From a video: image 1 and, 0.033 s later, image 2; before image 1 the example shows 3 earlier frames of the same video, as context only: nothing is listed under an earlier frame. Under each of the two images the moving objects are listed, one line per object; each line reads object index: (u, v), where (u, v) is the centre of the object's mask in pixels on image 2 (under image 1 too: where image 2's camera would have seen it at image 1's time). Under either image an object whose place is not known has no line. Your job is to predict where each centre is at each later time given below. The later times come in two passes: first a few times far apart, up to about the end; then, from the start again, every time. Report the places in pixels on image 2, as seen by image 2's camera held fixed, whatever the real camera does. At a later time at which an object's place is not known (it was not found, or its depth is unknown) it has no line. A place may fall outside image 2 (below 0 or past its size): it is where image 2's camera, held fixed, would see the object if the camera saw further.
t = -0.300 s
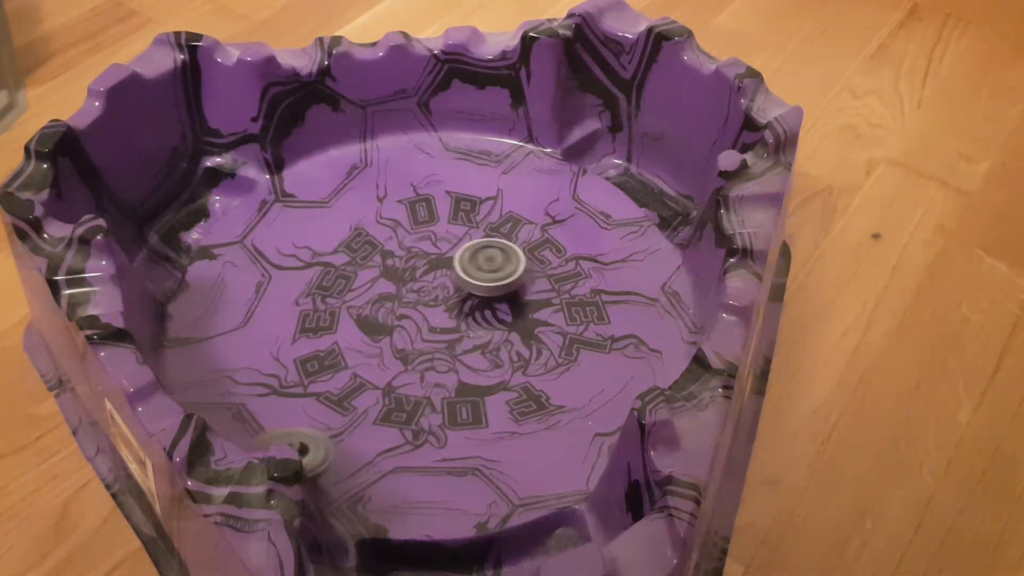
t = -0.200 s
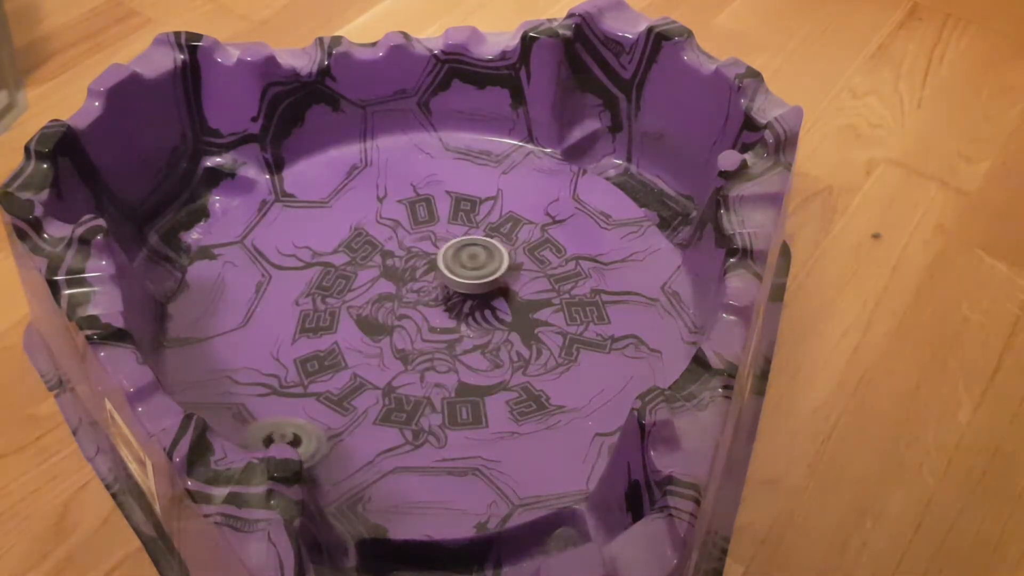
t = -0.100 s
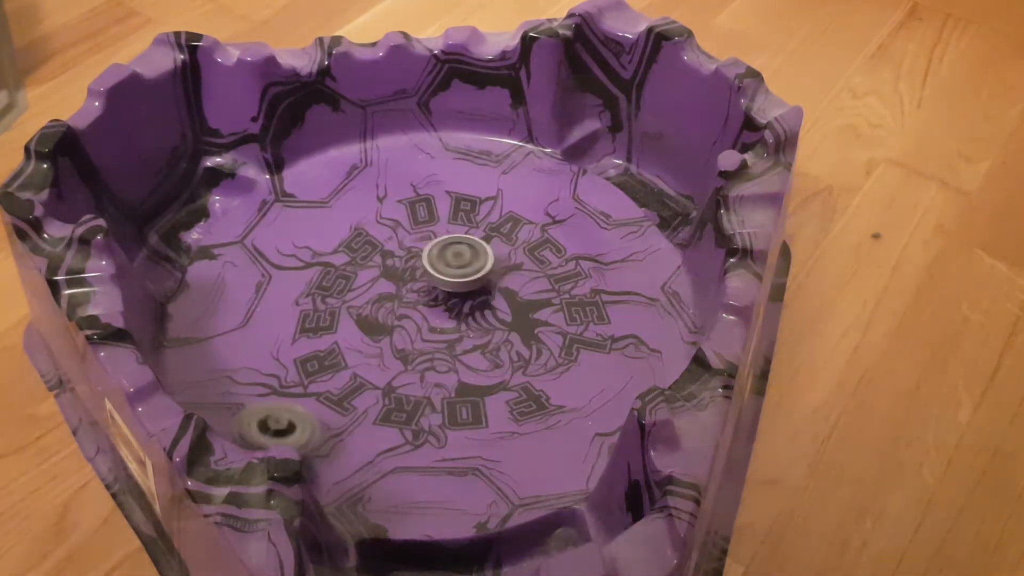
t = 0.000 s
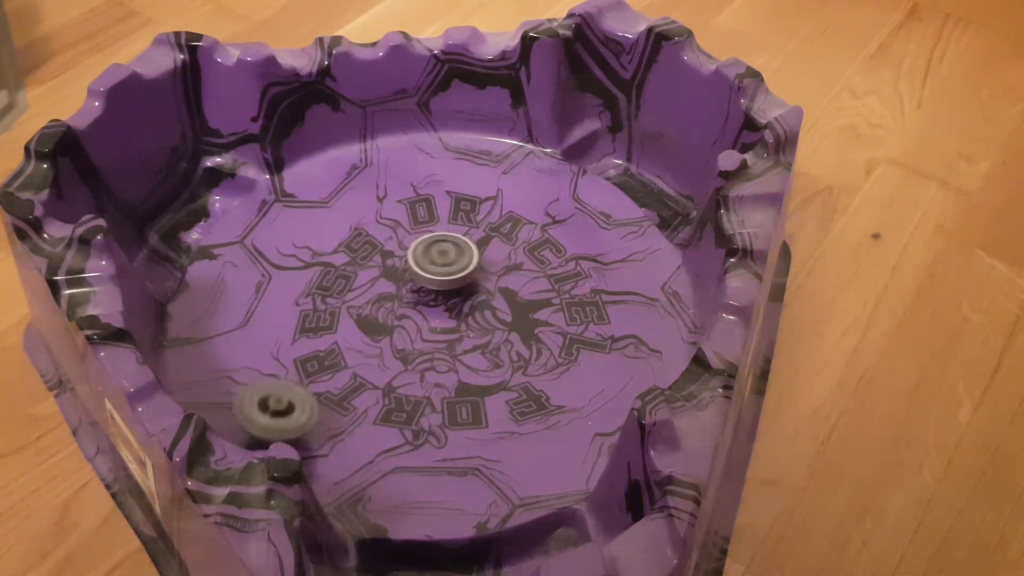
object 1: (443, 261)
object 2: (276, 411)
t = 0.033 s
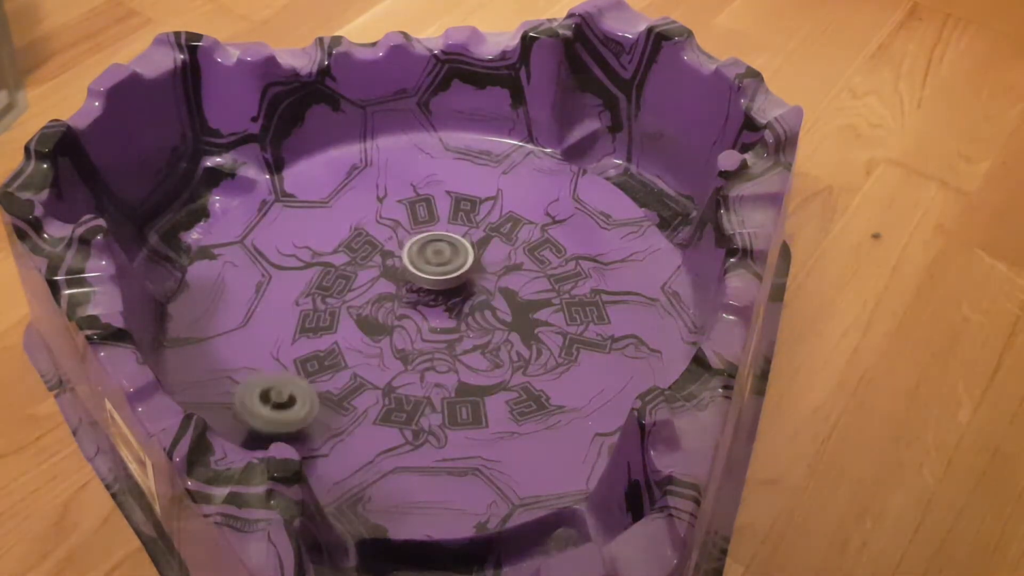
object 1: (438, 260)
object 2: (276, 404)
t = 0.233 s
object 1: (413, 258)
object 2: (301, 360)
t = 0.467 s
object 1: (390, 255)
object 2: (331, 307)
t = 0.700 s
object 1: (442, 205)
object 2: (290, 332)
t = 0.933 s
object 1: (443, 189)
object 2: (346, 329)
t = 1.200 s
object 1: (443, 194)
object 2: (423, 329)
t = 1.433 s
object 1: (454, 208)
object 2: (483, 331)
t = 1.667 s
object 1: (464, 234)
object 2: (514, 332)
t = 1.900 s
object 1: (469, 267)
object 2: (526, 339)
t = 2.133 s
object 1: (461, 304)
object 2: (522, 344)
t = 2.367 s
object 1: (376, 284)
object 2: (585, 399)
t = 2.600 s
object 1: (324, 300)
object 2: (575, 382)
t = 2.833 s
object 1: (293, 308)
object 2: (534, 367)
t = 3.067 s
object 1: (283, 309)
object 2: (490, 346)
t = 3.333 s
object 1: (289, 303)
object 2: (452, 304)
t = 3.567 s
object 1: (310, 292)
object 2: (436, 267)
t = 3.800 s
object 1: (348, 285)
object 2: (435, 238)
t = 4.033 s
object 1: (395, 283)
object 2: (448, 223)
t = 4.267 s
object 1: (437, 284)
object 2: (468, 224)
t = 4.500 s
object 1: (468, 297)
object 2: (490, 235)
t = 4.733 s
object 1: (490, 313)
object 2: (497, 251)
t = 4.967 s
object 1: (464, 432)
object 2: (514, 176)
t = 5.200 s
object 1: (480, 473)
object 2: (475, 182)
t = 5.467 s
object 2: (445, 201)
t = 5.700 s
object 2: (427, 226)
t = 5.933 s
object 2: (399, 246)
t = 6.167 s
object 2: (375, 262)
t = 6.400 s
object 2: (416, 207)
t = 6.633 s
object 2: (424, 194)
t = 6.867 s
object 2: (502, 207)
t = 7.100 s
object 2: (530, 225)
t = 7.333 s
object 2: (532, 256)
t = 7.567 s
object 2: (494, 292)
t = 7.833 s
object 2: (439, 304)
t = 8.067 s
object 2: (411, 291)
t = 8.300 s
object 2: (408, 270)
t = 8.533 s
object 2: (427, 255)
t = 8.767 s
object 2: (456, 257)
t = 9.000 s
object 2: (475, 275)
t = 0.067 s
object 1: (433, 260)
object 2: (278, 397)
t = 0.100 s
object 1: (429, 260)
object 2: (282, 389)
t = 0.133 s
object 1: (425, 260)
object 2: (287, 381)
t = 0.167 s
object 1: (421, 260)
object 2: (291, 374)
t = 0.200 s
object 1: (416, 259)
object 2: (296, 366)
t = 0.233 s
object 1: (413, 258)
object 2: (301, 360)
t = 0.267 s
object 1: (409, 258)
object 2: (305, 351)
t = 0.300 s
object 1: (406, 257)
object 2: (309, 342)
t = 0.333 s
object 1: (402, 257)
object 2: (313, 335)
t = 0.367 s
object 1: (399, 256)
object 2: (317, 327)
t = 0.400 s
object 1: (396, 256)
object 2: (321, 320)
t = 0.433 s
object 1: (393, 255)
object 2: (327, 314)
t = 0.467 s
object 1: (390, 255)
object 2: (331, 307)
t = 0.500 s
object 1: (389, 254)
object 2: (337, 300)
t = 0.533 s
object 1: (388, 251)
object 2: (337, 299)
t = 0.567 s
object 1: (406, 236)
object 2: (318, 311)
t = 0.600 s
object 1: (419, 225)
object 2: (304, 320)
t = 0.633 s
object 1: (430, 217)
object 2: (294, 327)
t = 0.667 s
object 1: (438, 210)
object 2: (289, 331)
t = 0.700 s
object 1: (442, 205)
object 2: (290, 332)
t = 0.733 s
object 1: (443, 202)
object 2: (296, 332)
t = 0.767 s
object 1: (444, 198)
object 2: (303, 331)
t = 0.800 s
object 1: (444, 195)
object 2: (310, 330)
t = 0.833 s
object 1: (444, 193)
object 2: (319, 331)
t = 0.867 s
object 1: (443, 191)
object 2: (326, 329)
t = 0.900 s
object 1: (443, 189)
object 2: (336, 329)
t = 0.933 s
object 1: (443, 189)
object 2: (346, 329)
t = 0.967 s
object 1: (442, 188)
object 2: (357, 329)
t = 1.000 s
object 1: (442, 188)
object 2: (365, 328)
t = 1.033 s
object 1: (442, 189)
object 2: (376, 328)
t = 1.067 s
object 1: (442, 189)
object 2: (386, 329)
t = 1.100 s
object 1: (442, 190)
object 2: (396, 327)
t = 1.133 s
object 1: (443, 192)
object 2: (406, 328)
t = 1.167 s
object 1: (443, 193)
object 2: (415, 330)
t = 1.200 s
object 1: (443, 194)
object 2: (423, 329)
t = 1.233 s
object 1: (444, 196)
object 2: (431, 327)
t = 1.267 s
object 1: (446, 197)
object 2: (441, 328)
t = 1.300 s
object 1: (447, 199)
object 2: (452, 328)
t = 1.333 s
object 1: (448, 201)
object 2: (459, 327)
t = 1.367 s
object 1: (450, 203)
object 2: (470, 331)
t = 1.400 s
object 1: (452, 206)
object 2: (477, 331)
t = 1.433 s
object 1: (454, 208)
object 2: (483, 331)
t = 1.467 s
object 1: (456, 211)
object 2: (490, 330)
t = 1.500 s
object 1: (457, 215)
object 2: (495, 329)
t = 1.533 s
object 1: (459, 218)
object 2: (499, 329)
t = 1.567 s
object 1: (460, 222)
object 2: (504, 330)
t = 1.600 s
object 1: (461, 226)
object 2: (508, 330)
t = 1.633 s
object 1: (463, 230)
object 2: (511, 331)
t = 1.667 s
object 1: (464, 234)
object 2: (514, 332)
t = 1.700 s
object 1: (464, 238)
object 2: (516, 332)
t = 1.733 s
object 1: (465, 243)
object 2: (519, 333)
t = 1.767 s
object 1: (467, 248)
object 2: (521, 335)
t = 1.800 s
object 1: (468, 253)
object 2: (523, 335)
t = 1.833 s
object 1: (468, 257)
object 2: (524, 336)
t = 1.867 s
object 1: (468, 262)
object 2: (526, 338)
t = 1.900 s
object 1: (469, 267)
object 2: (526, 339)
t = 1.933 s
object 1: (468, 272)
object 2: (527, 340)
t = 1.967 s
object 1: (468, 277)
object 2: (527, 341)
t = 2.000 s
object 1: (467, 283)
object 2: (526, 341)
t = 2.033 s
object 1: (467, 288)
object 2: (525, 342)
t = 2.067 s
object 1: (465, 293)
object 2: (524, 343)
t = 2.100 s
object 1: (463, 300)
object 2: (523, 344)
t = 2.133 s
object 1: (461, 304)
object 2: (522, 344)
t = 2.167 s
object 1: (459, 310)
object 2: (519, 345)
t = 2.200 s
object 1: (456, 314)
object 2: (517, 345)
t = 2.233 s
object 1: (441, 309)
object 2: (531, 357)
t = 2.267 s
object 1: (422, 298)
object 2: (556, 378)
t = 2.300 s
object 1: (404, 292)
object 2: (568, 389)
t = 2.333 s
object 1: (388, 286)
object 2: (577, 395)
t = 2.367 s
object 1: (376, 284)
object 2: (585, 399)
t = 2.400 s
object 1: (366, 284)
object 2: (587, 399)
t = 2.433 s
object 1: (357, 286)
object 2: (588, 398)
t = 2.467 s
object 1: (349, 289)
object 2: (589, 397)
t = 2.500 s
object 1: (344, 292)
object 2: (585, 391)
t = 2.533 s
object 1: (336, 295)
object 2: (582, 388)
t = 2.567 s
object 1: (330, 297)
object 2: (578, 385)
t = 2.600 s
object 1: (324, 300)
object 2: (575, 382)
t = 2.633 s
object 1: (318, 302)
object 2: (569, 380)
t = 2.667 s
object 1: (313, 304)
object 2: (565, 377)
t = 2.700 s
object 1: (308, 305)
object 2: (559, 375)
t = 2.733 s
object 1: (304, 306)
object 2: (553, 373)
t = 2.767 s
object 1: (300, 307)
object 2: (546, 370)
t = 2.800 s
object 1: (296, 308)
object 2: (540, 369)
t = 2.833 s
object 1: (293, 308)
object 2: (534, 367)
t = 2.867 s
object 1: (290, 309)
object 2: (526, 365)
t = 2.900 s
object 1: (288, 309)
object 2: (520, 362)
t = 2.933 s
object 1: (286, 309)
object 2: (513, 359)
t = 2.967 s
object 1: (285, 309)
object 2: (507, 356)
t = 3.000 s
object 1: (284, 309)
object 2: (499, 352)
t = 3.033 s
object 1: (283, 309)
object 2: (494, 349)
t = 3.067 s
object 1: (283, 309)
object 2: (490, 346)
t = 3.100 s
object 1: (283, 309)
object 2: (485, 342)
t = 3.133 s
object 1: (283, 309)
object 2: (481, 339)
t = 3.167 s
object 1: (283, 308)
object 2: (476, 334)
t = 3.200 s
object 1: (284, 307)
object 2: (471, 329)
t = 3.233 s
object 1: (285, 306)
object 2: (464, 321)
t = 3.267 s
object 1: (285, 305)
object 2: (460, 317)
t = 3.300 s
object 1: (287, 304)
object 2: (456, 311)
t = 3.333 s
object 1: (289, 303)
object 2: (452, 304)
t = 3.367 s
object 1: (291, 301)
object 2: (449, 298)
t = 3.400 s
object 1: (293, 299)
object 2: (445, 293)
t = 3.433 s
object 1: (296, 298)
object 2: (443, 288)
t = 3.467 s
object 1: (299, 296)
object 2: (440, 281)
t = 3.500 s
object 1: (302, 294)
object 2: (439, 278)
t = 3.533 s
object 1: (306, 293)
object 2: (437, 271)
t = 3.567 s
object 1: (310, 292)
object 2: (436, 267)
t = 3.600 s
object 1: (315, 290)
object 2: (435, 261)
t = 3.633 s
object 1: (320, 289)
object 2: (434, 257)
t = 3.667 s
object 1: (325, 288)
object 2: (434, 252)
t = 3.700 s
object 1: (330, 287)
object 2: (434, 248)
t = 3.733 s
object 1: (336, 286)
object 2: (435, 244)
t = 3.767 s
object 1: (342, 285)
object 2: (435, 241)
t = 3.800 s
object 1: (348, 285)
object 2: (435, 238)
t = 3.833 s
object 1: (355, 285)
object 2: (436, 235)
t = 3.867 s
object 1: (362, 284)
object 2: (438, 232)
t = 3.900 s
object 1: (368, 284)
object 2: (440, 229)
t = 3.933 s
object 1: (375, 283)
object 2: (441, 227)
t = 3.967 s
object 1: (382, 283)
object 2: (443, 226)
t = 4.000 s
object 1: (389, 283)
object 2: (446, 224)
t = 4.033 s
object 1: (395, 283)
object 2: (448, 223)
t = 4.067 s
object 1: (401, 283)
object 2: (451, 222)
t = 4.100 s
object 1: (407, 283)
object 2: (454, 222)
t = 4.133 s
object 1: (413, 283)
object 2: (457, 221)
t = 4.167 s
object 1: (419, 283)
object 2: (460, 222)
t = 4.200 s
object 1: (425, 284)
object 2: (462, 222)
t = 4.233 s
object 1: (431, 284)
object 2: (465, 223)
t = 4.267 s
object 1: (437, 284)
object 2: (468, 224)
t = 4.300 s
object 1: (443, 285)
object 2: (471, 225)
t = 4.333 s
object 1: (448, 287)
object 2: (474, 226)
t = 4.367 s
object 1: (453, 288)
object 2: (478, 229)
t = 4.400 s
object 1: (458, 288)
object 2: (481, 231)
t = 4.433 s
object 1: (463, 290)
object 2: (483, 232)
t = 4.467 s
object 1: (465, 294)
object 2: (487, 233)
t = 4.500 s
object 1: (468, 297)
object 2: (490, 235)
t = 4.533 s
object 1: (472, 300)
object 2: (492, 237)
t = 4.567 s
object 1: (475, 302)
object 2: (494, 239)
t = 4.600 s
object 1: (479, 305)
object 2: (496, 242)
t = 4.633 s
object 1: (482, 307)
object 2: (496, 244)
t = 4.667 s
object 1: (486, 310)
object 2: (497, 246)
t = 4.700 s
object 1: (488, 312)
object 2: (497, 249)
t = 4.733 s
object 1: (490, 313)
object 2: (497, 251)
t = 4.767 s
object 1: (492, 315)
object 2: (497, 254)
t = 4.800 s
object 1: (491, 321)
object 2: (496, 256)
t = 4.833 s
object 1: (484, 348)
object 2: (504, 236)
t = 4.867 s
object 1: (477, 375)
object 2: (513, 214)
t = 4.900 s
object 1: (471, 399)
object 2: (516, 194)
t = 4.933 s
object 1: (468, 418)
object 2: (516, 182)
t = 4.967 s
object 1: (464, 432)
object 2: (514, 176)
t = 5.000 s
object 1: (465, 443)
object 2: (509, 174)
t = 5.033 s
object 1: (467, 450)
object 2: (503, 174)
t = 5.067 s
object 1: (470, 456)
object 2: (498, 174)
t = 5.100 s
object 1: (474, 461)
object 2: (492, 176)
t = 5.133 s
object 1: (477, 466)
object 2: (486, 177)
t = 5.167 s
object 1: (479, 470)
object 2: (480, 180)
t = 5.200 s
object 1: (480, 473)
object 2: (475, 182)
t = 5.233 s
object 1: (480, 477)
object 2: (470, 185)
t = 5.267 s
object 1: (478, 480)
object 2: (465, 187)
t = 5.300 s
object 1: (477, 482)
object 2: (462, 191)
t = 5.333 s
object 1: (475, 485)
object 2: (458, 194)
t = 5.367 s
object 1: (474, 486)
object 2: (455, 196)
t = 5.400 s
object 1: (472, 486)
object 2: (451, 198)
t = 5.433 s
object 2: (448, 199)
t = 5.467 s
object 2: (445, 201)
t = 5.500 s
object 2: (442, 204)
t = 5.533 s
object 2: (440, 207)
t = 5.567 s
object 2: (437, 210)
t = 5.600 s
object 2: (434, 213)
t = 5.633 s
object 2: (432, 218)
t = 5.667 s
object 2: (428, 221)
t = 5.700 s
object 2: (427, 226)
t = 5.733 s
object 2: (422, 227)
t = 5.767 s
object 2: (418, 230)
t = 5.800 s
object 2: (414, 234)
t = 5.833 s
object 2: (410, 237)
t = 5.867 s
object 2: (406, 240)
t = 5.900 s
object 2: (402, 244)
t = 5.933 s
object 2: (399, 246)
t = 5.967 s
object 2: (395, 249)
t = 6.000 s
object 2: (392, 251)
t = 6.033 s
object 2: (388, 254)
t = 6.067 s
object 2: (385, 255)
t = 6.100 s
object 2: (382, 258)
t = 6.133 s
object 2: (378, 260)
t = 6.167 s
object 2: (375, 262)
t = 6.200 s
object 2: (375, 259)
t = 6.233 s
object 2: (382, 247)
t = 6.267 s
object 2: (393, 237)
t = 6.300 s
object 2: (403, 226)
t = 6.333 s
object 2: (409, 218)
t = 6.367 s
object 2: (414, 212)
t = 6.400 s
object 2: (416, 207)
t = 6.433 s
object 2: (417, 205)
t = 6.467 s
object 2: (418, 202)
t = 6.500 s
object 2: (419, 200)
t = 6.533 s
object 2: (420, 198)
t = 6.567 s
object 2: (421, 196)
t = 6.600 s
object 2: (422, 195)
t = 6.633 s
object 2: (424, 194)
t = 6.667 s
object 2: (426, 193)
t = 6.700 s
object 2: (435, 194)
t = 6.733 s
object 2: (453, 199)
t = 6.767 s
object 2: (470, 201)
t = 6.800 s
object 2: (483, 203)
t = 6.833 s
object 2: (494, 204)
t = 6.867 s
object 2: (502, 207)
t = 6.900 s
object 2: (508, 208)
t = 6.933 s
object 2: (512, 210)
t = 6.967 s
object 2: (516, 212)
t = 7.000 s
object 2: (520, 214)
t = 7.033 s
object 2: (524, 218)
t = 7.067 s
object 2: (528, 221)
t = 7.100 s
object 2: (530, 225)
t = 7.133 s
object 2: (533, 229)
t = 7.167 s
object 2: (534, 234)
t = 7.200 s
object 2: (535, 239)
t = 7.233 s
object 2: (535, 243)
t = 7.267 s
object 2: (535, 248)
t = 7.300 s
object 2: (533, 252)
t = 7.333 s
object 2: (532, 256)
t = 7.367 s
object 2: (530, 262)
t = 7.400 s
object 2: (526, 267)
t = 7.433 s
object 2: (522, 273)
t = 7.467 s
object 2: (514, 278)
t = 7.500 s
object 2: (507, 283)
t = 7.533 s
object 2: (501, 288)
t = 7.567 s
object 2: (494, 292)
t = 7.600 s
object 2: (485, 295)
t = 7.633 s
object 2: (477, 297)
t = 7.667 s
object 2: (471, 299)
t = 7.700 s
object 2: (466, 301)
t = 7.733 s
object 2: (457, 303)
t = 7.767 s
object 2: (452, 303)
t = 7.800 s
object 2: (445, 304)
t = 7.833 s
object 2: (439, 304)
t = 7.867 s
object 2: (432, 302)
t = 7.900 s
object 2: (428, 301)
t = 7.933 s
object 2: (424, 300)
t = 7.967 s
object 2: (420, 298)
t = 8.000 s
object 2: (416, 295)
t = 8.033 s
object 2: (412, 292)
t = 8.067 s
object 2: (411, 291)
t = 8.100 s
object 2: (409, 286)
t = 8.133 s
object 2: (408, 284)
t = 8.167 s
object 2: (407, 280)
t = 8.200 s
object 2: (407, 277)
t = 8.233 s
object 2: (408, 275)
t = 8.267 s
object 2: (407, 272)
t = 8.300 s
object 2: (408, 270)
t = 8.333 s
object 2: (410, 265)
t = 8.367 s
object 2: (412, 263)
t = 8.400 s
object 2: (414, 260)
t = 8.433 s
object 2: (417, 258)
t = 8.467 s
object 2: (419, 257)
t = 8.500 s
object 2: (423, 256)
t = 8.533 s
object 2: (427, 255)
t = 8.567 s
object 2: (431, 254)
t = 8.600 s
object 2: (435, 253)
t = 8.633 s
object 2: (439, 252)
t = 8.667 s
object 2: (443, 253)
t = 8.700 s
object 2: (447, 253)
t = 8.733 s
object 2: (452, 255)
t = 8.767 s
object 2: (456, 257)
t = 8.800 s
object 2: (460, 258)
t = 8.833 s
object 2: (464, 260)
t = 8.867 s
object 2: (467, 263)
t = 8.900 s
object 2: (470, 265)
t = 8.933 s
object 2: (471, 269)
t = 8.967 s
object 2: (473, 271)
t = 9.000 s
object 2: (475, 275)
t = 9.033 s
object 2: (476, 279)
